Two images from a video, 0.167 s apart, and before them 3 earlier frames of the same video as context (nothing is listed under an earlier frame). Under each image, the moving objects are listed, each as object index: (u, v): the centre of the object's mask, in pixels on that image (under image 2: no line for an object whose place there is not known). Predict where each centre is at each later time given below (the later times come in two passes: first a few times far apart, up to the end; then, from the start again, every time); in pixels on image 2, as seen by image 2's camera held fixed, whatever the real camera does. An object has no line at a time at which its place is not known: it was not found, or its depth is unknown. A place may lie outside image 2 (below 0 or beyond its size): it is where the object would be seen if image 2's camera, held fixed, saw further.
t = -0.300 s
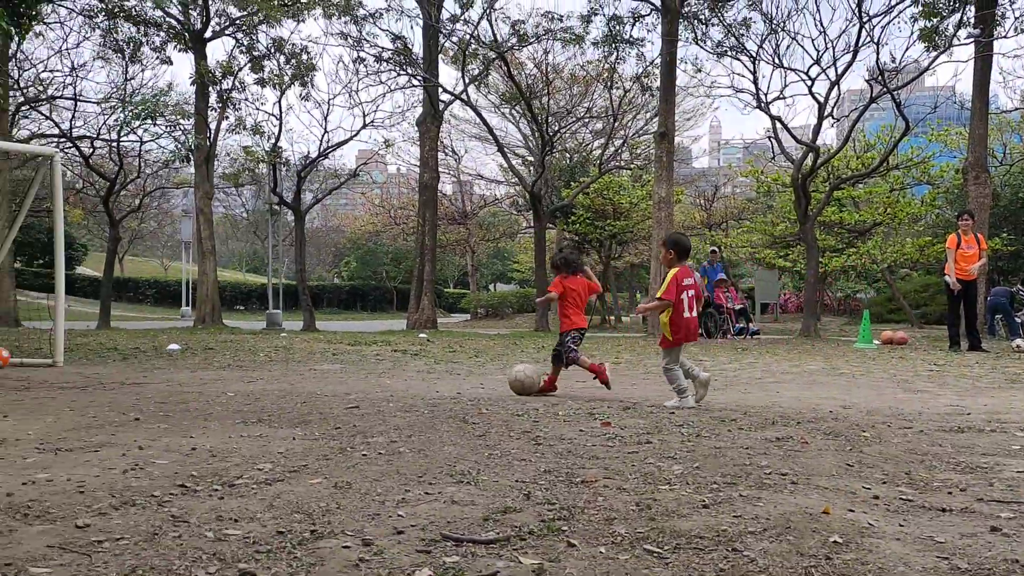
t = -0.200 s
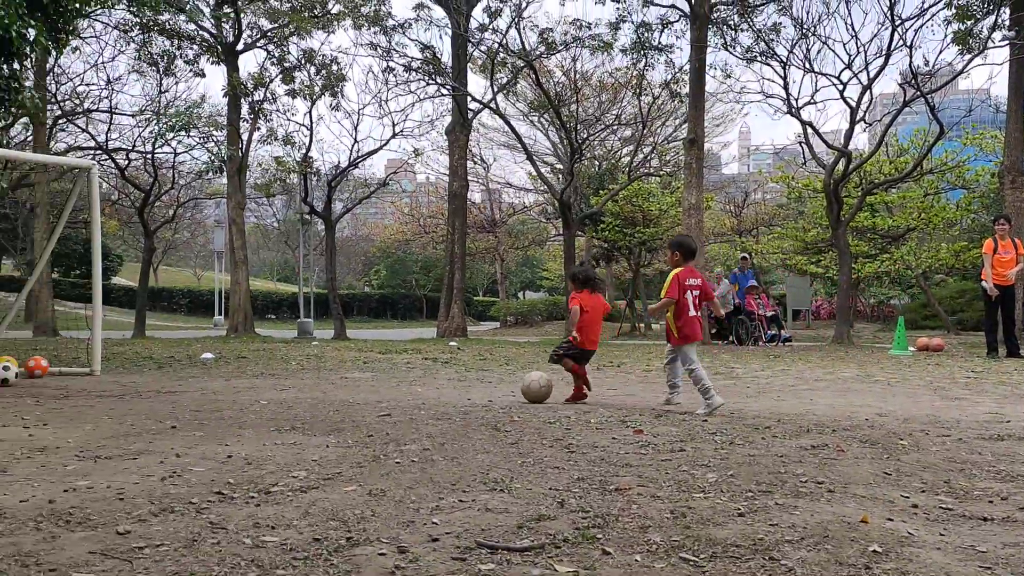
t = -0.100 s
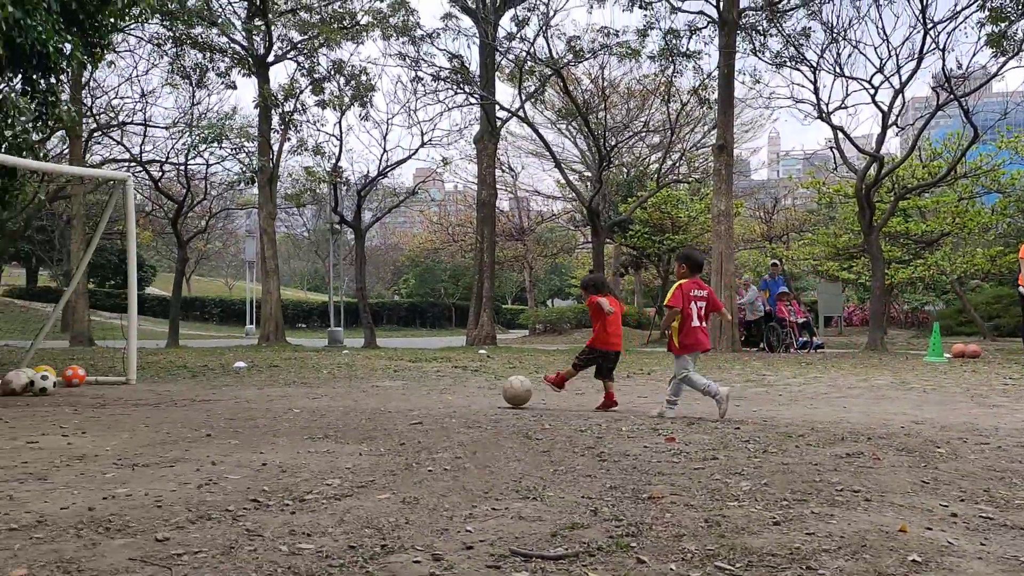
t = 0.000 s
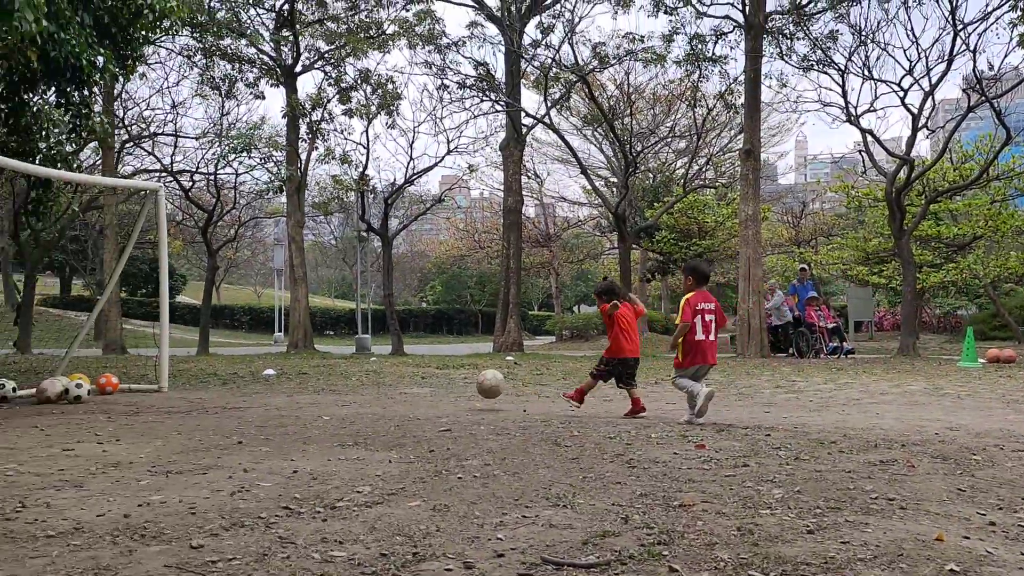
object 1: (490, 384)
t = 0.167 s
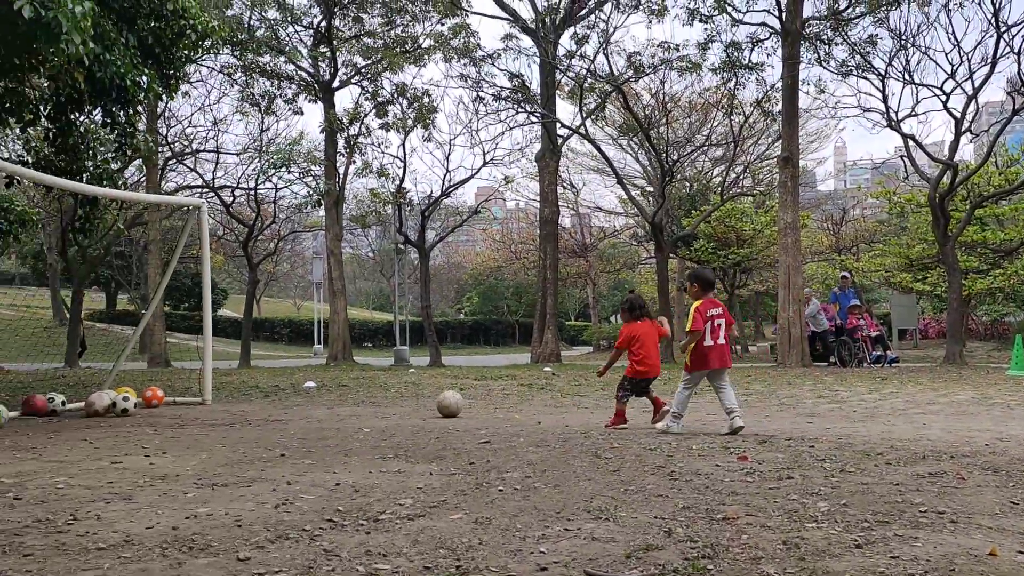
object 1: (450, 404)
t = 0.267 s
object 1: (420, 400)
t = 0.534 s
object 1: (350, 400)
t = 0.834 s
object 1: (285, 396)
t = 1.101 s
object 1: (237, 394)
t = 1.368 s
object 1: (197, 387)
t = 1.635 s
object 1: (167, 387)
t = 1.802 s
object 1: (144, 385)
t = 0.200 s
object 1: (439, 402)
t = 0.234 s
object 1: (429, 400)
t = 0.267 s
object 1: (420, 400)
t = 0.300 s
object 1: (410, 401)
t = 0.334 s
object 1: (401, 404)
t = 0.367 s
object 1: (392, 404)
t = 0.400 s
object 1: (383, 403)
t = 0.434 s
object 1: (374, 404)
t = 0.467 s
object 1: (366, 404)
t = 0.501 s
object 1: (358, 402)
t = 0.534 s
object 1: (350, 400)
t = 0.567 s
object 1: (342, 400)
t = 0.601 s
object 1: (334, 401)
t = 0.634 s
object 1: (326, 400)
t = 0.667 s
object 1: (319, 398)
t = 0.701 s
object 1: (312, 398)
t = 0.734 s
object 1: (305, 399)
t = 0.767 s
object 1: (298, 400)
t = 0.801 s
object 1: (291, 397)
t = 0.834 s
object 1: (285, 396)
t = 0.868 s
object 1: (279, 395)
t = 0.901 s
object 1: (272, 395)
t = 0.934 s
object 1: (267, 397)
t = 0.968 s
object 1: (261, 395)
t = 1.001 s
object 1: (255, 394)
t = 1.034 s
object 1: (249, 394)
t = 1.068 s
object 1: (243, 395)
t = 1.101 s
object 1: (237, 394)
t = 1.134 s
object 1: (231, 393)
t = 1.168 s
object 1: (226, 394)
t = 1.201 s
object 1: (222, 393)
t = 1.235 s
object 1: (219, 393)
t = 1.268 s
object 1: (217, 390)
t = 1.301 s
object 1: (201, 387)
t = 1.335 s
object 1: (199, 387)
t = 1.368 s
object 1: (197, 387)
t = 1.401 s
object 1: (194, 388)
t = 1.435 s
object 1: (190, 390)
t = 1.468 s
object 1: (185, 390)
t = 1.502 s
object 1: (181, 390)
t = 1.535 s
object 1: (177, 388)
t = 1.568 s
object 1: (174, 388)
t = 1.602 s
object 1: (170, 387)
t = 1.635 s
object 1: (167, 387)
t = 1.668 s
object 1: (163, 386)
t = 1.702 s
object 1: (159, 385)
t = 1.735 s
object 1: (153, 384)
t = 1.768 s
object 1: (148, 385)
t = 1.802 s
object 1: (144, 385)
